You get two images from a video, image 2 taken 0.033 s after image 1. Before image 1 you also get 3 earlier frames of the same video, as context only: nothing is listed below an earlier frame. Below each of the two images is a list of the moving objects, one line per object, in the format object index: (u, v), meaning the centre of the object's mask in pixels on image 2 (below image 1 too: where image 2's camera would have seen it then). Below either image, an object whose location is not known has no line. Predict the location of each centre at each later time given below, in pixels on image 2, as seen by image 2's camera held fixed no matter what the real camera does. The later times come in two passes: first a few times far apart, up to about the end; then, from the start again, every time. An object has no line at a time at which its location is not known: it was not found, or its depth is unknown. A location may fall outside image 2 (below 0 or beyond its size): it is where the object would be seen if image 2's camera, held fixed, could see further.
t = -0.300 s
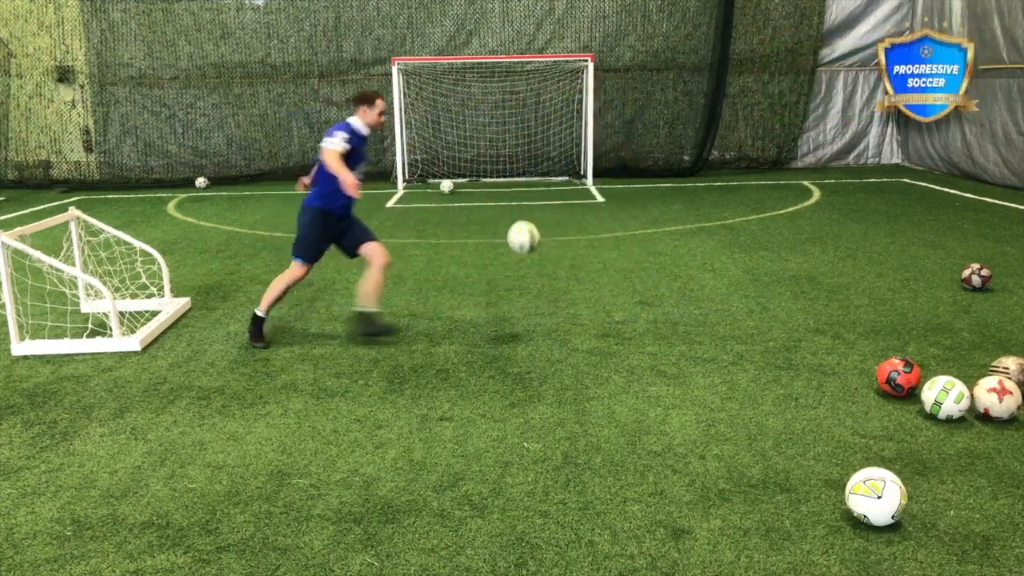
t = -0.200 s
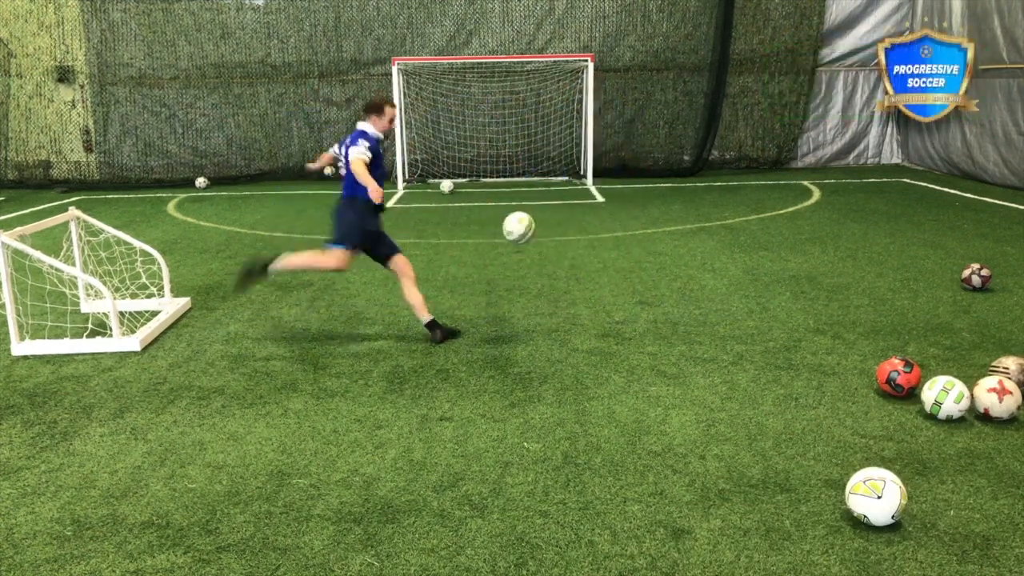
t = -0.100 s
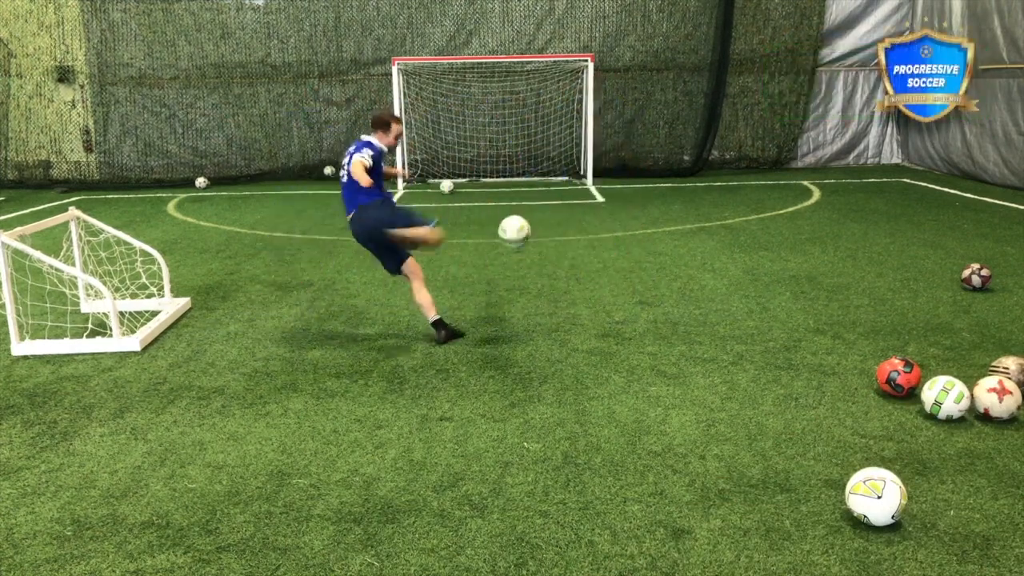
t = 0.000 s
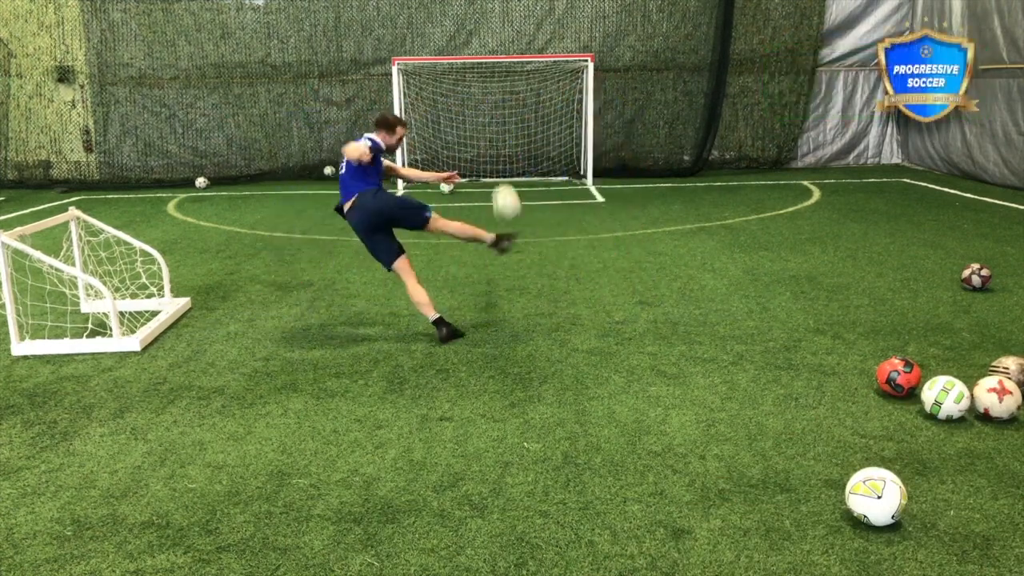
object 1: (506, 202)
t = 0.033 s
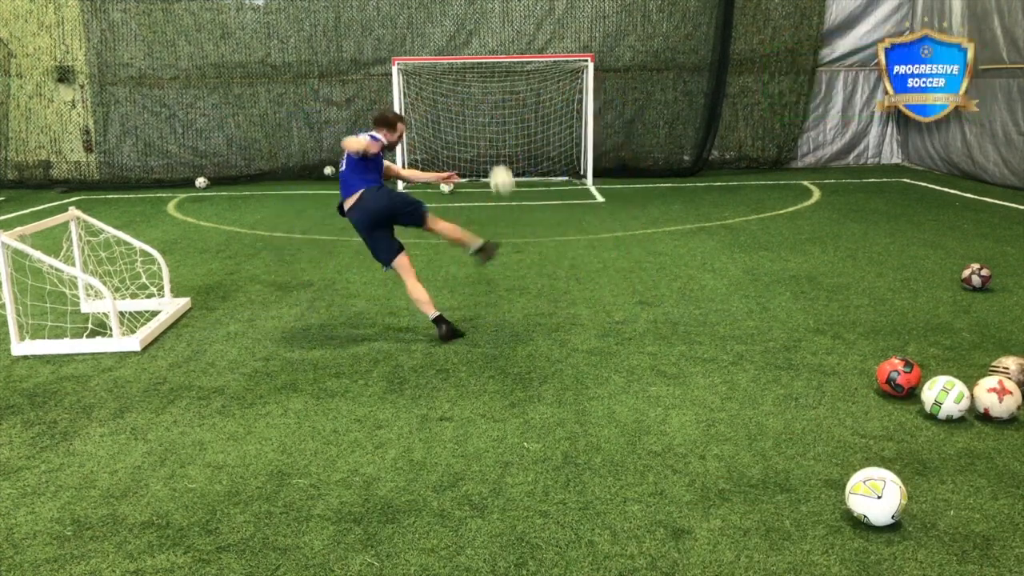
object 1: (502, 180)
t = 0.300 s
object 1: (482, 106)
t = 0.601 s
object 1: (479, 116)
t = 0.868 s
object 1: (479, 155)
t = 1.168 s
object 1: (476, 153)
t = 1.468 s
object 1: (475, 174)
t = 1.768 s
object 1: (477, 179)
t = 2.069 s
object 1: (478, 184)
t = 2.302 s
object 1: (479, 189)
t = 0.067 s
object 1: (498, 164)
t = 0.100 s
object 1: (494, 150)
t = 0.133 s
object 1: (491, 137)
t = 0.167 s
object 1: (489, 129)
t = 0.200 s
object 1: (487, 121)
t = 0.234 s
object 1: (485, 114)
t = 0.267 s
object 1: (483, 109)
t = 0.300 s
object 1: (482, 106)
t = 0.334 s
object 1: (480, 102)
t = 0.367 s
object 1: (479, 100)
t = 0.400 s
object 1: (477, 96)
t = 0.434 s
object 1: (479, 91)
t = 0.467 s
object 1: (478, 89)
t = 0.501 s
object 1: (478, 91)
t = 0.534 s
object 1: (479, 98)
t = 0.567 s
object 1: (479, 107)
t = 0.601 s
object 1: (479, 116)
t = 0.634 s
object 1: (479, 126)
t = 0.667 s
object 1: (479, 138)
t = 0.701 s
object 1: (479, 149)
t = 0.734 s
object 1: (479, 161)
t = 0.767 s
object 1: (479, 171)
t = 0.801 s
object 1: (479, 167)
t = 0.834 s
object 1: (479, 160)
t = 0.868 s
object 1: (479, 155)
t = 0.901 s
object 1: (478, 152)
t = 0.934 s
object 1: (478, 149)
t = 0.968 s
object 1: (478, 148)
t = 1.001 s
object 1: (478, 147)
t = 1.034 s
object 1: (477, 147)
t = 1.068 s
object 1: (477, 147)
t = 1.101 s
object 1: (477, 148)
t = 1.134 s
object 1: (476, 150)
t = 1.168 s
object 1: (476, 153)
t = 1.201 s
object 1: (476, 156)
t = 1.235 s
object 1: (476, 160)
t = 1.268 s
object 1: (476, 165)
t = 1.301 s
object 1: (476, 170)
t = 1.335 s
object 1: (475, 176)
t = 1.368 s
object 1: (476, 182)
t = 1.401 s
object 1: (475, 180)
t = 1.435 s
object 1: (476, 176)
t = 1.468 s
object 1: (475, 174)
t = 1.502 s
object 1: (476, 172)
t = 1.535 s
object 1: (476, 171)
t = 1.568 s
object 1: (476, 170)
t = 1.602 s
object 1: (476, 170)
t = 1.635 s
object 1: (477, 171)
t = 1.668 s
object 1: (476, 172)
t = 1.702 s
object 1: (477, 174)
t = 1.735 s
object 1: (477, 176)
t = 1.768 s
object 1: (477, 179)
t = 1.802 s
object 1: (478, 184)
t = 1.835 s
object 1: (478, 186)
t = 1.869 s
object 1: (478, 184)
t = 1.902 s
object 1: (478, 182)
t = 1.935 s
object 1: (478, 181)
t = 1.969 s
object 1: (478, 181)
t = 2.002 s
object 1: (478, 181)
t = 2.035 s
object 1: (478, 182)
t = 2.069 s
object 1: (478, 184)
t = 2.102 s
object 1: (479, 187)
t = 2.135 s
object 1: (479, 190)
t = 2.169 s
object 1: (479, 190)
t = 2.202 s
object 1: (479, 188)
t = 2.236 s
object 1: (479, 188)
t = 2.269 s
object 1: (479, 188)
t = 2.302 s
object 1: (479, 189)
